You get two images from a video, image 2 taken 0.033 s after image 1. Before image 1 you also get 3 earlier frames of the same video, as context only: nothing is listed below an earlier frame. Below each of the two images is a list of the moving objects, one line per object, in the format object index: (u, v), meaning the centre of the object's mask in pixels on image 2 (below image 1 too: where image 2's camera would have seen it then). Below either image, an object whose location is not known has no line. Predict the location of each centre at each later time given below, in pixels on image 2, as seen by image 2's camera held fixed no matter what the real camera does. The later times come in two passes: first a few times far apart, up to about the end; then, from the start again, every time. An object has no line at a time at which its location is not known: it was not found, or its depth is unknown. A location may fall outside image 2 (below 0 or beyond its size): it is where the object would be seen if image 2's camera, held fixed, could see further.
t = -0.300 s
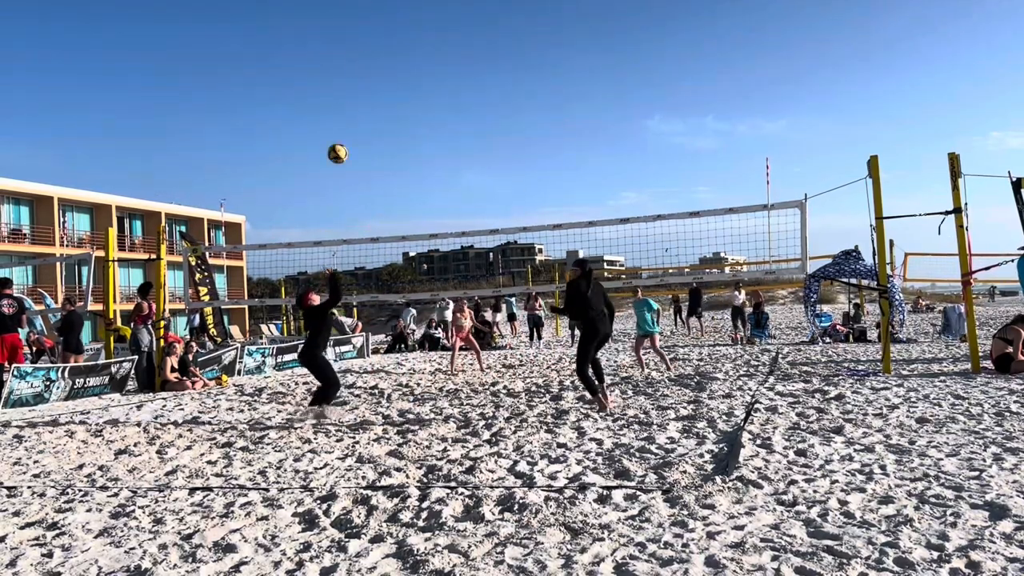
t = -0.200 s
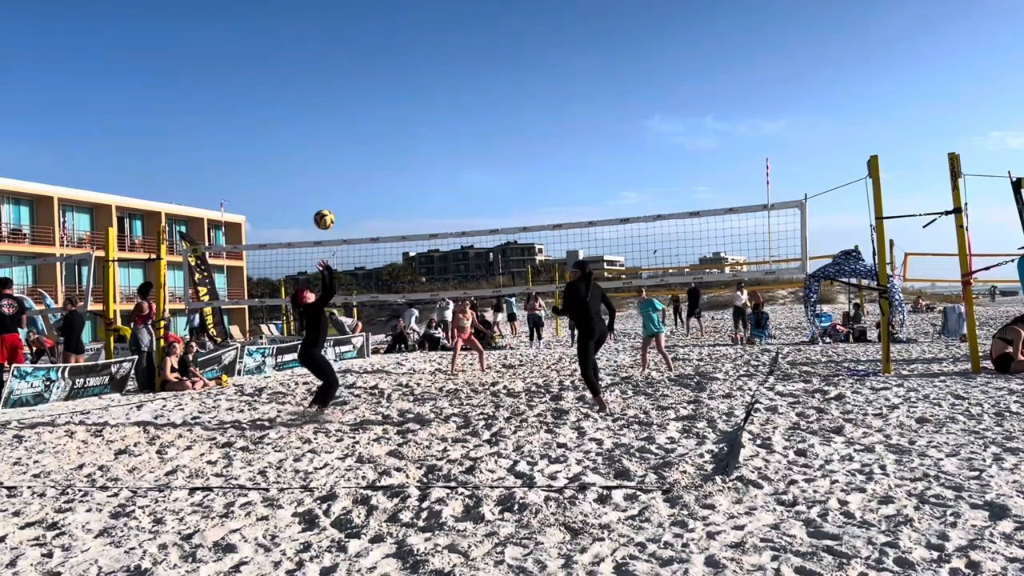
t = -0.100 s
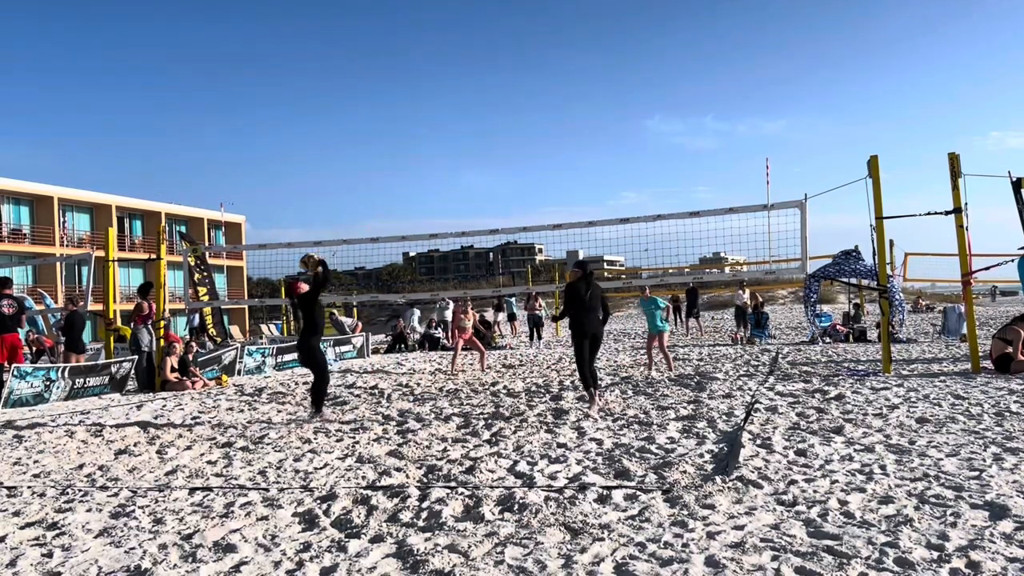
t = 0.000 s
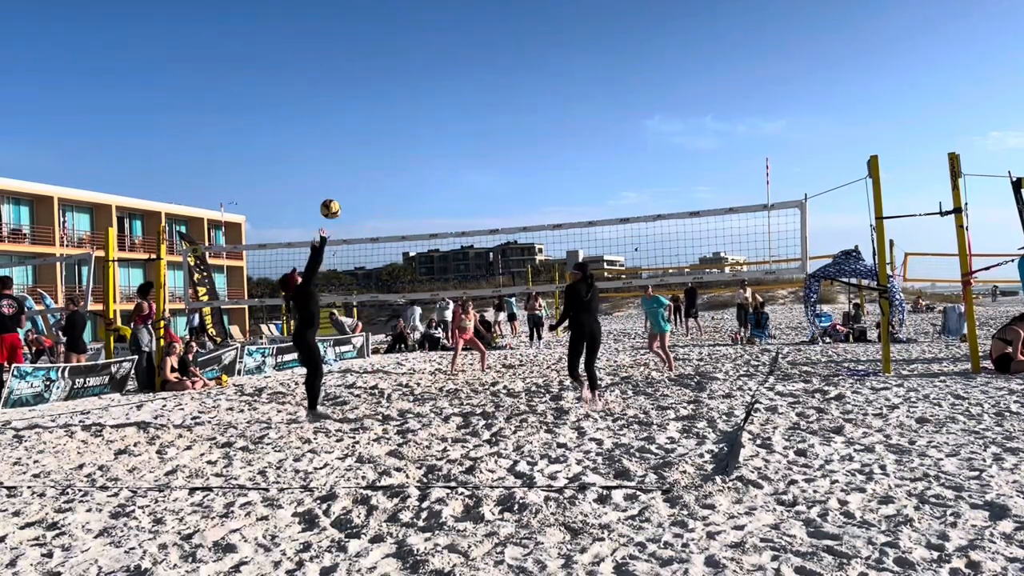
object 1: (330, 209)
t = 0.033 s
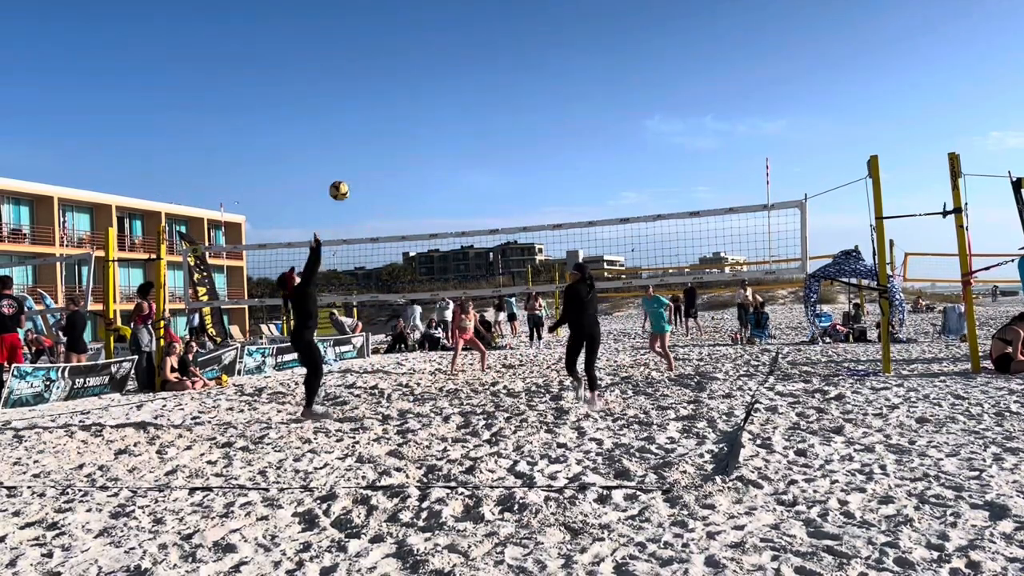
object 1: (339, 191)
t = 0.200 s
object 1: (381, 118)
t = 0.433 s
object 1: (436, 63)
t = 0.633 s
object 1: (480, 54)
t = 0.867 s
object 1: (528, 83)
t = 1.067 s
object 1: (566, 138)
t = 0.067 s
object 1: (348, 174)
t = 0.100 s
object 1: (356, 158)
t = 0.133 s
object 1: (365, 143)
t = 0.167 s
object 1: (373, 130)
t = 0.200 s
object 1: (381, 118)
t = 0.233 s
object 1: (390, 106)
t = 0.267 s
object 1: (398, 96)
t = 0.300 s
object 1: (406, 87)
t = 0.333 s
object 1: (413, 80)
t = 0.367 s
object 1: (421, 73)
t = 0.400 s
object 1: (429, 67)
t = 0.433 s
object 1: (436, 63)
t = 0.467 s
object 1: (444, 59)
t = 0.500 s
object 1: (451, 56)
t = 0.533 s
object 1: (458, 55)
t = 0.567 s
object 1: (465, 54)
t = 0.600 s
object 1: (473, 54)
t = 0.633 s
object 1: (480, 54)
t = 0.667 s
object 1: (487, 56)
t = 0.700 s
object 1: (494, 59)
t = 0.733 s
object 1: (501, 62)
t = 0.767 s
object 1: (508, 66)
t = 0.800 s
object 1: (515, 70)
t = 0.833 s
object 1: (522, 76)
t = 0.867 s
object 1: (528, 83)
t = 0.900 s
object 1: (534, 90)
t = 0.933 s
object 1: (541, 98)
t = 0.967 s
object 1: (547, 107)
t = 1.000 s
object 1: (554, 117)
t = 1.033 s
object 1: (560, 127)
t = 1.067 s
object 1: (566, 138)
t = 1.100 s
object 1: (573, 149)
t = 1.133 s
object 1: (579, 162)
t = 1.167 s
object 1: (585, 175)
